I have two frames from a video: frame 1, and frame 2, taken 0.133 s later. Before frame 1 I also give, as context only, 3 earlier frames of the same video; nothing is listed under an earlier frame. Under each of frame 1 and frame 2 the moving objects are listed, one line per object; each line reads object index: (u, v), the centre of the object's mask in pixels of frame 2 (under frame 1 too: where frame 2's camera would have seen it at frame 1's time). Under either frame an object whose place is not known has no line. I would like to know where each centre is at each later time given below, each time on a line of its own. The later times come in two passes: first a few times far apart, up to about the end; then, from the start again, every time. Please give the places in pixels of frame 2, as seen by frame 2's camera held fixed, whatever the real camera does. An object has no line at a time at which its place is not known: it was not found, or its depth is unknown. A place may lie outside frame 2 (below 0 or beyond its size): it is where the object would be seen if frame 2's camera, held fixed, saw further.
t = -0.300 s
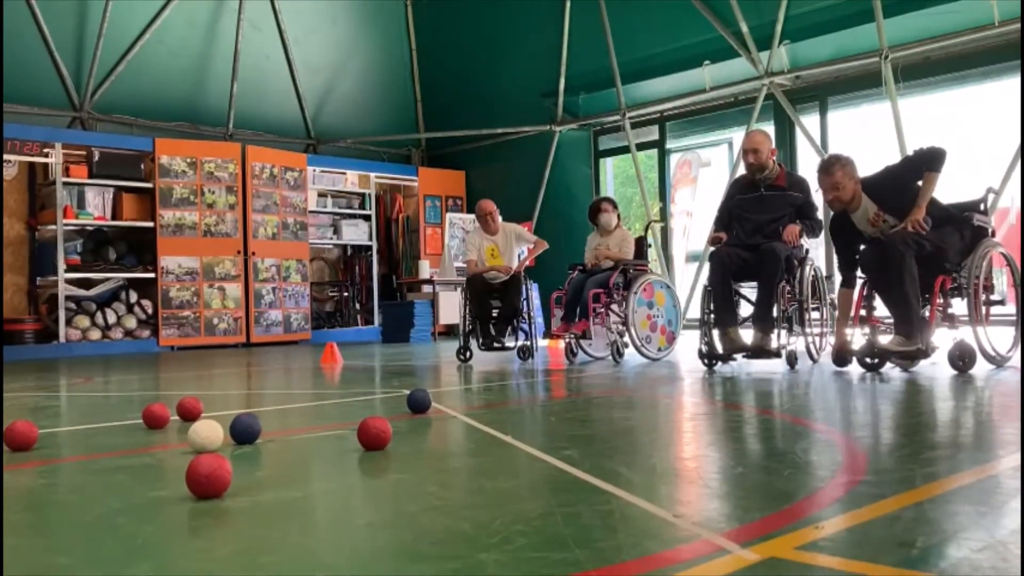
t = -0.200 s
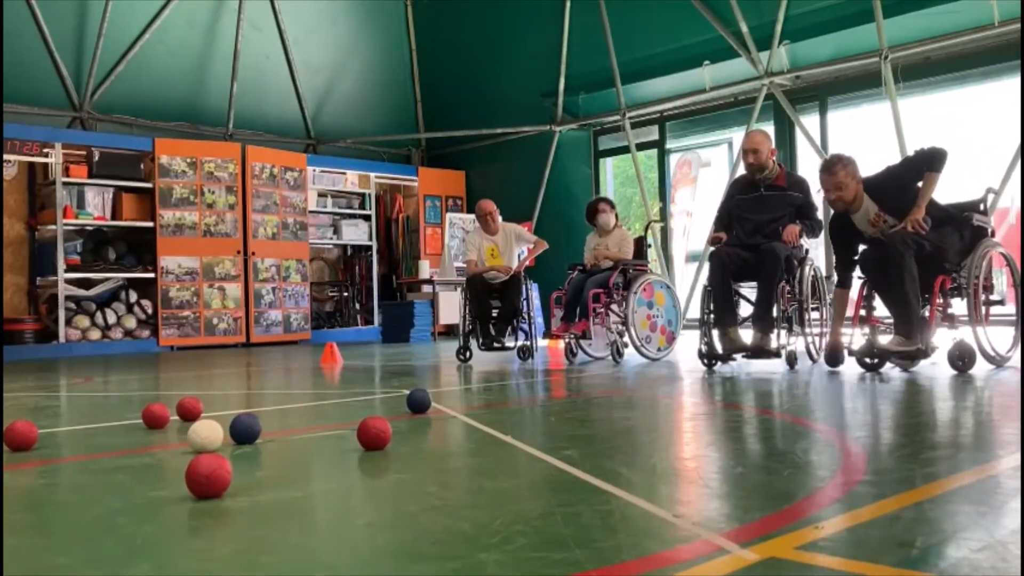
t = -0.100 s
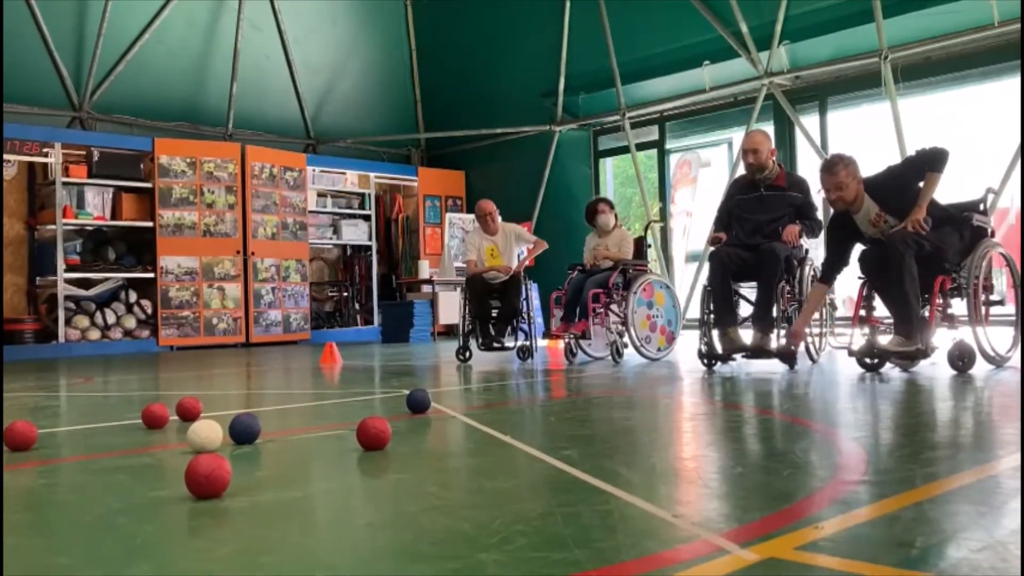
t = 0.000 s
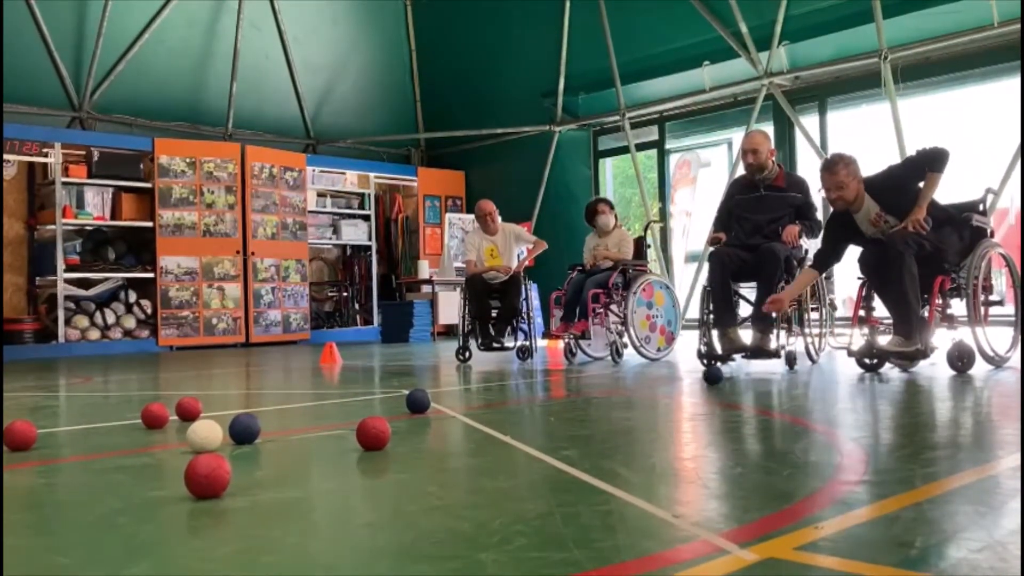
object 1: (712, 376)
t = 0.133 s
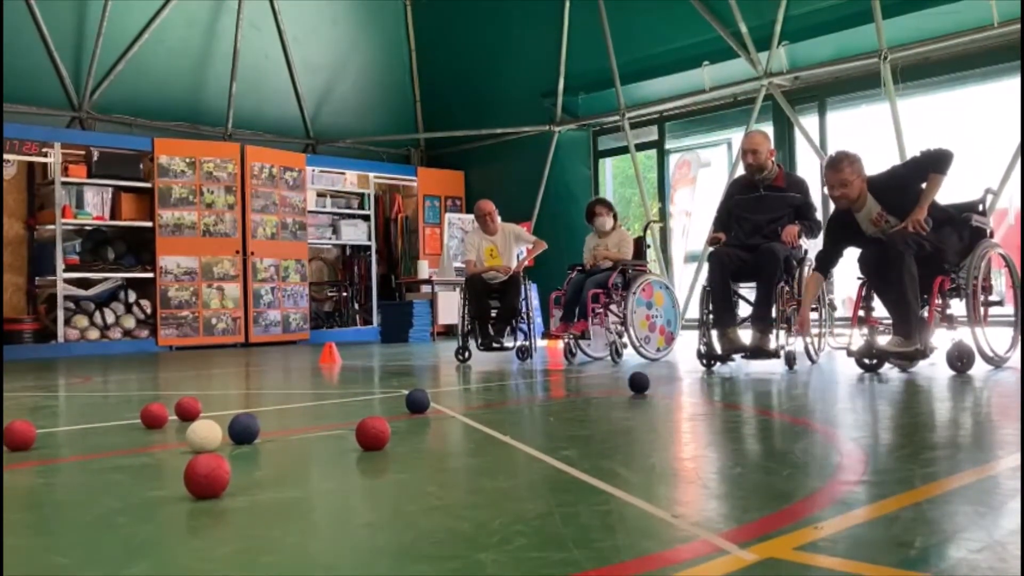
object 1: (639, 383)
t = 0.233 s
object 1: (584, 389)
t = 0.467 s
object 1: (464, 404)
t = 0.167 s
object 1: (620, 384)
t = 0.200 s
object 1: (602, 386)
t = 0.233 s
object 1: (584, 389)
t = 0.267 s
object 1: (566, 391)
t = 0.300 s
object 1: (548, 393)
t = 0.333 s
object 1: (531, 395)
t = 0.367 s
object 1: (513, 397)
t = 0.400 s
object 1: (496, 400)
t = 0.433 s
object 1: (479, 402)
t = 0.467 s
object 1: (464, 404)
